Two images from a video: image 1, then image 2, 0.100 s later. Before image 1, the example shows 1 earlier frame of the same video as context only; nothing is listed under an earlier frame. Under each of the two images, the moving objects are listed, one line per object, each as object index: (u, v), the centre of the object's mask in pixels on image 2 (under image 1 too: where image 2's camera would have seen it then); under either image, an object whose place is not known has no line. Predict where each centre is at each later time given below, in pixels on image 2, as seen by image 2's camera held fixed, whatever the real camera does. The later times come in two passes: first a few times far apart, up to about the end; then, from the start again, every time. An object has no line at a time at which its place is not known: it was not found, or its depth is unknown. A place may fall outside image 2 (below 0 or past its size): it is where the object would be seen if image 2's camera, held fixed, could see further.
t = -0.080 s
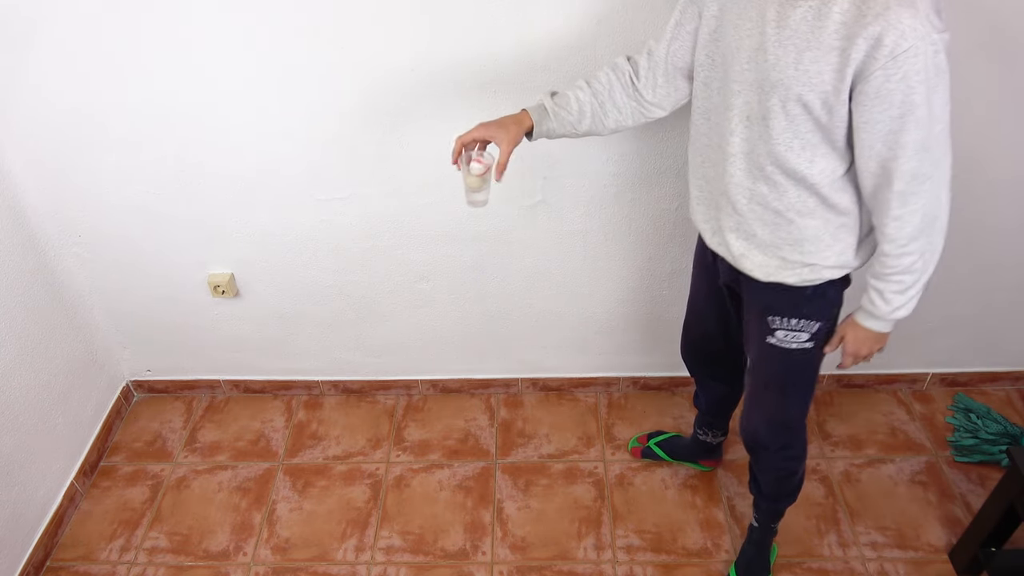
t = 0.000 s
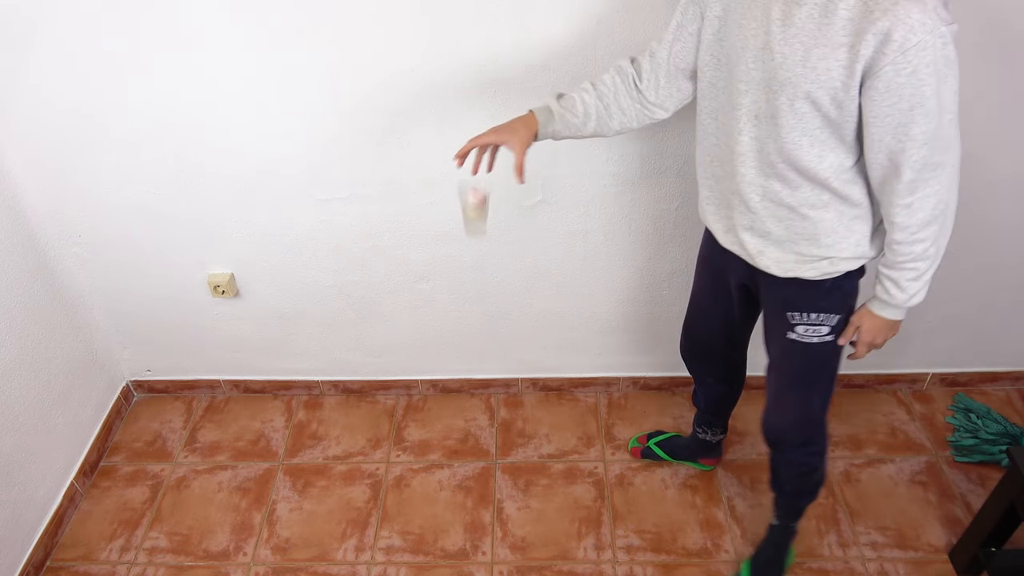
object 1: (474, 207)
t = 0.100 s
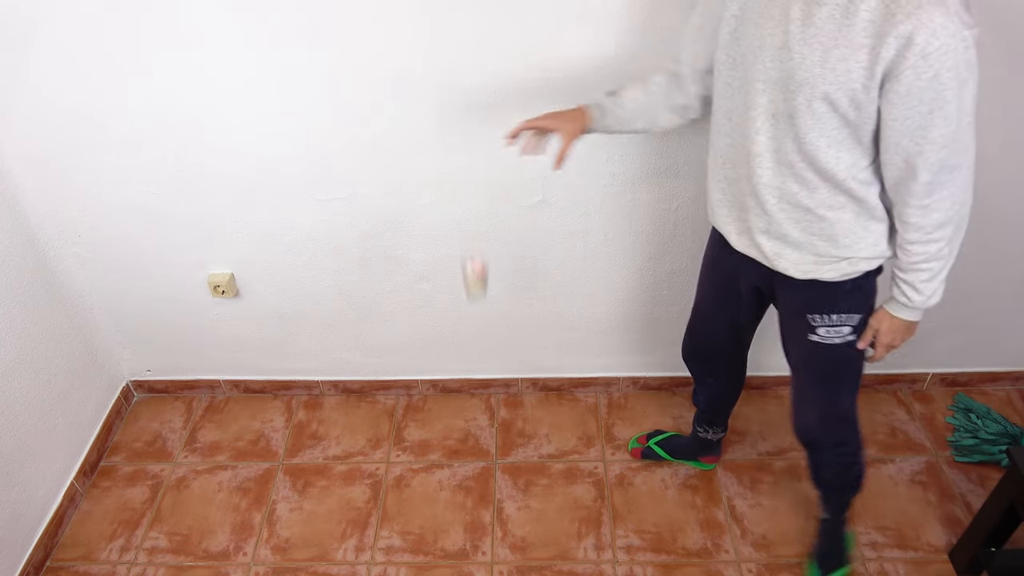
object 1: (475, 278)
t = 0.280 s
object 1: (482, 442)
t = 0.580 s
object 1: (486, 495)
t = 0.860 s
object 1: (486, 495)
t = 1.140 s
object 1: (486, 495)
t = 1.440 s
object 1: (486, 495)
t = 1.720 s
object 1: (486, 495)
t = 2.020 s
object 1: (486, 495)
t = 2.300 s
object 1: (486, 495)
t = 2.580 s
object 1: (486, 495)
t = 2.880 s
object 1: (486, 495)
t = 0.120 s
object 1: (475, 294)
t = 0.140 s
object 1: (476, 312)
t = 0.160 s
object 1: (476, 329)
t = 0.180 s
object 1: (478, 349)
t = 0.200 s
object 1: (479, 370)
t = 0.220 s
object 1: (480, 388)
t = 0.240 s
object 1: (481, 401)
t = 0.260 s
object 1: (482, 422)
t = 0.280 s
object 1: (482, 442)
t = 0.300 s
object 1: (483, 462)
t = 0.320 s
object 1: (485, 481)
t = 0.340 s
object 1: (487, 495)
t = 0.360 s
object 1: (486, 496)
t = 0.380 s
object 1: (486, 496)
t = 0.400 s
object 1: (486, 495)
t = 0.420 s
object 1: (486, 495)
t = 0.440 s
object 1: (486, 495)
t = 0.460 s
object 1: (486, 495)
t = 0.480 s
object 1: (486, 495)
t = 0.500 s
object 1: (486, 494)
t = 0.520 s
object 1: (486, 494)
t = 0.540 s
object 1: (486, 495)
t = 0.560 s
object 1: (486, 494)
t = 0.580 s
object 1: (486, 495)
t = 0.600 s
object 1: (486, 495)
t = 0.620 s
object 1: (486, 495)
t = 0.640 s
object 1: (486, 495)
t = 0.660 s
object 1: (486, 495)
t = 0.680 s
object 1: (486, 495)
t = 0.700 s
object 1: (486, 495)
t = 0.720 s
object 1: (486, 495)
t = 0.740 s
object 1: (486, 495)
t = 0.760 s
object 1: (486, 495)
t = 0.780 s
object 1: (486, 495)
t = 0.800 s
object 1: (486, 495)
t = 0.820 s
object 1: (486, 495)
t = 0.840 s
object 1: (486, 495)
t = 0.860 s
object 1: (486, 495)
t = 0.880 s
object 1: (486, 495)
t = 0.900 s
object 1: (486, 495)
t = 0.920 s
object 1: (486, 495)
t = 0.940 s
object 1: (486, 495)
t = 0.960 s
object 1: (486, 495)
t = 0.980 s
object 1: (486, 495)
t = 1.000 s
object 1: (486, 495)
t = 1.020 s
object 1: (486, 495)
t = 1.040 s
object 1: (486, 495)
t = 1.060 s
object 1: (486, 495)
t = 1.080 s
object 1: (486, 495)
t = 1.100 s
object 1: (486, 495)
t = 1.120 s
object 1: (486, 495)
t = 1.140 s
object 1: (486, 495)
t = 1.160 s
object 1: (486, 495)
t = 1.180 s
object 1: (486, 495)
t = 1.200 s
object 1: (486, 495)
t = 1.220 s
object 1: (486, 495)
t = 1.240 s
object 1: (486, 495)
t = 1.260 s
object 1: (486, 495)
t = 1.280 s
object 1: (486, 495)
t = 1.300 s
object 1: (486, 495)
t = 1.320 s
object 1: (486, 495)
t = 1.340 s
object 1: (486, 495)
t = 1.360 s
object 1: (486, 495)
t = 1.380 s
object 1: (486, 495)
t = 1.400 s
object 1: (486, 495)
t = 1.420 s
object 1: (486, 495)
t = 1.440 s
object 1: (486, 495)
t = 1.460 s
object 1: (486, 495)
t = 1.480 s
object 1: (486, 495)
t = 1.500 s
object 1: (486, 495)
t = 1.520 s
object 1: (486, 495)
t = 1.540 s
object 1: (486, 495)
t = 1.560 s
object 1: (486, 495)
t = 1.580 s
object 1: (486, 495)
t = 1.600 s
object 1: (486, 495)
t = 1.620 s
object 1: (486, 495)
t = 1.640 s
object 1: (486, 495)
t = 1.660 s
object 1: (486, 495)
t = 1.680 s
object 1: (486, 495)
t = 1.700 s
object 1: (486, 495)
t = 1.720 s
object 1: (486, 495)
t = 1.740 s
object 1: (486, 495)
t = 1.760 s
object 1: (486, 495)
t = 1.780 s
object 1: (486, 495)
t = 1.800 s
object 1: (486, 495)
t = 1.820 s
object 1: (486, 495)
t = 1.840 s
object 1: (486, 495)
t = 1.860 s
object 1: (486, 495)
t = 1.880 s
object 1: (486, 495)
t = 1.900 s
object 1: (486, 495)
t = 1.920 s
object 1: (486, 495)
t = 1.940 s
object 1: (486, 495)
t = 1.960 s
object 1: (486, 495)
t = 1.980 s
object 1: (486, 495)
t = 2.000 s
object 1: (486, 495)
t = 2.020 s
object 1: (486, 495)
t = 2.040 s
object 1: (486, 495)
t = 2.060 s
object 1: (486, 495)
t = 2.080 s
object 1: (486, 495)
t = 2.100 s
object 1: (486, 495)
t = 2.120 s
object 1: (486, 495)
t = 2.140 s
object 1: (486, 495)
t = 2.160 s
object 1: (486, 495)
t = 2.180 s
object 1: (486, 495)
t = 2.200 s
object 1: (486, 495)
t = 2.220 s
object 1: (486, 495)
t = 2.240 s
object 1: (486, 495)
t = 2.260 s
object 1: (486, 495)
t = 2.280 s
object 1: (486, 495)
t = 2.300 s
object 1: (486, 495)
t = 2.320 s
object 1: (486, 495)
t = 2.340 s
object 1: (486, 495)
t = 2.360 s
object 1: (486, 495)
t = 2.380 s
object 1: (486, 495)
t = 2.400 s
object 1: (486, 495)
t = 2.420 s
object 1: (486, 495)
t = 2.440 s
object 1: (486, 495)
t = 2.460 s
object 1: (486, 495)
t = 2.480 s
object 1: (486, 495)
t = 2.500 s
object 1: (486, 495)
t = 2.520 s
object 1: (486, 495)
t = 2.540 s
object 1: (486, 495)
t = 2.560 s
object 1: (486, 495)
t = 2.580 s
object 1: (486, 495)
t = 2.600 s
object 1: (486, 495)
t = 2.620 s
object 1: (486, 495)
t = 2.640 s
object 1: (486, 495)
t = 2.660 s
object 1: (486, 495)
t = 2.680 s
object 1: (486, 495)
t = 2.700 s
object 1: (486, 495)
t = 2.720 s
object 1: (486, 495)
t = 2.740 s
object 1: (486, 495)
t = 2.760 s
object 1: (486, 495)
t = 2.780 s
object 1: (486, 495)
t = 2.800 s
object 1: (486, 495)
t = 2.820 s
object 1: (486, 495)
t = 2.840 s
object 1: (486, 495)
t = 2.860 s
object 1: (486, 495)
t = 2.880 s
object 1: (486, 495)
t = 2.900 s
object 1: (486, 495)
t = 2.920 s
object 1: (486, 495)
